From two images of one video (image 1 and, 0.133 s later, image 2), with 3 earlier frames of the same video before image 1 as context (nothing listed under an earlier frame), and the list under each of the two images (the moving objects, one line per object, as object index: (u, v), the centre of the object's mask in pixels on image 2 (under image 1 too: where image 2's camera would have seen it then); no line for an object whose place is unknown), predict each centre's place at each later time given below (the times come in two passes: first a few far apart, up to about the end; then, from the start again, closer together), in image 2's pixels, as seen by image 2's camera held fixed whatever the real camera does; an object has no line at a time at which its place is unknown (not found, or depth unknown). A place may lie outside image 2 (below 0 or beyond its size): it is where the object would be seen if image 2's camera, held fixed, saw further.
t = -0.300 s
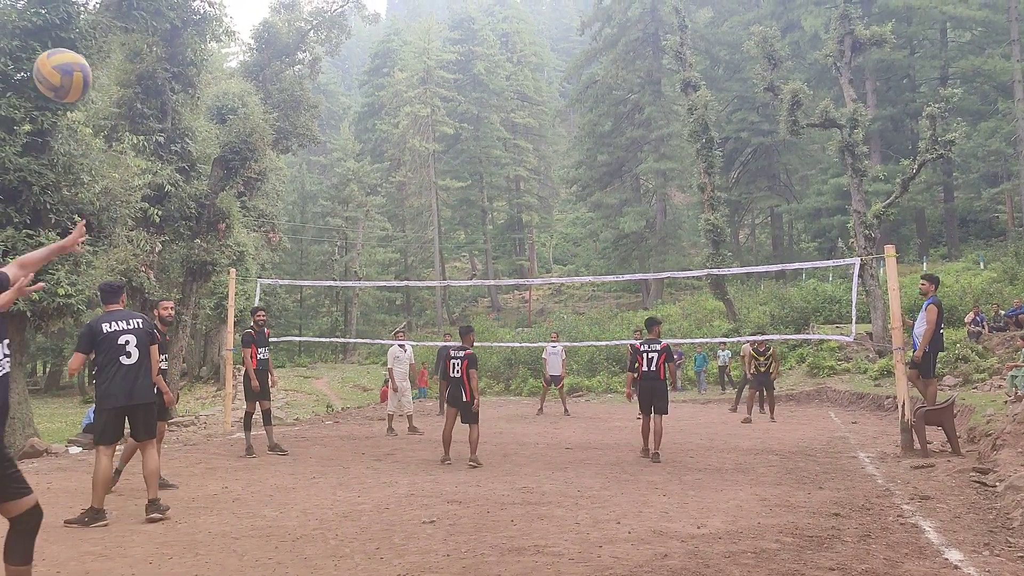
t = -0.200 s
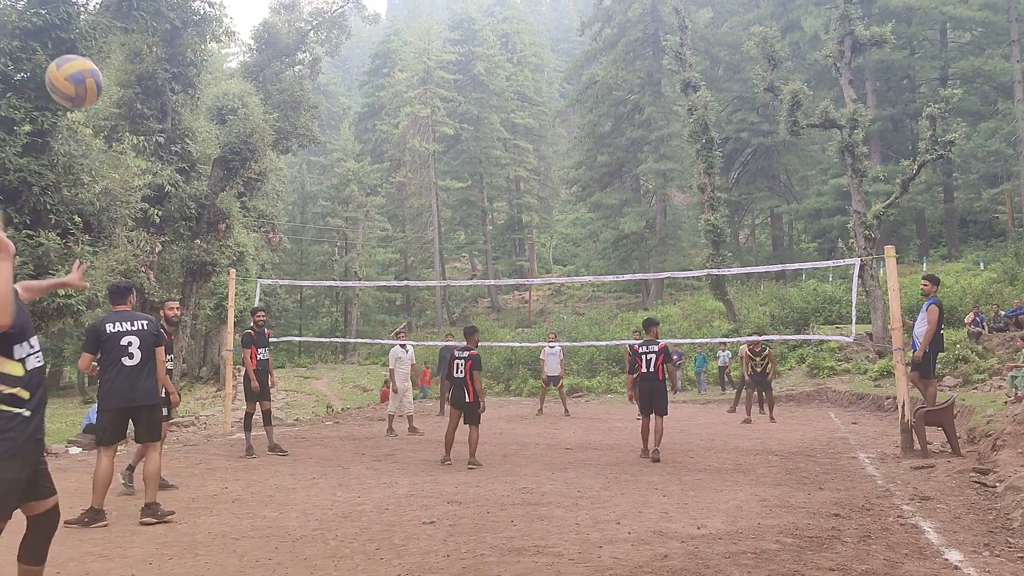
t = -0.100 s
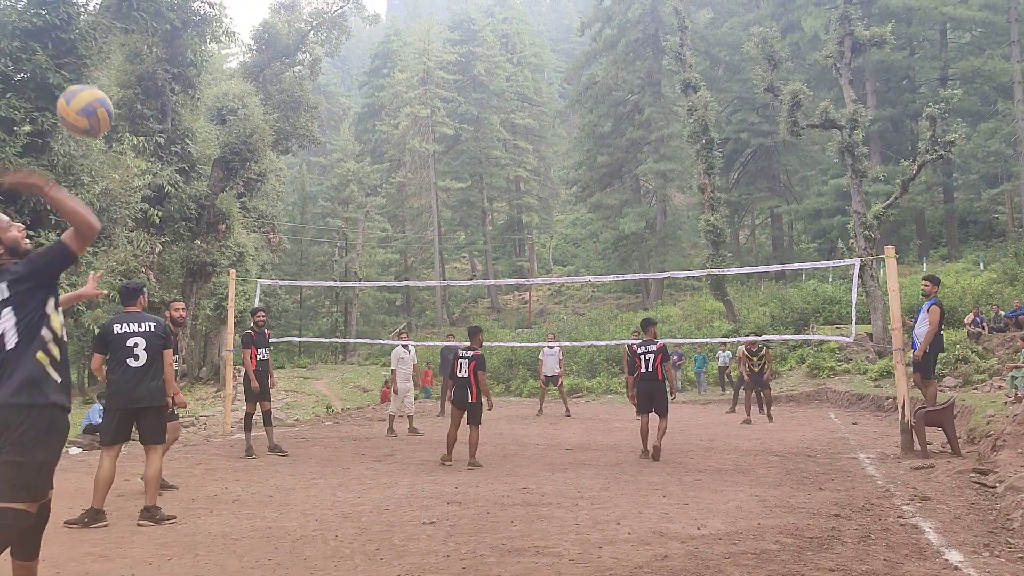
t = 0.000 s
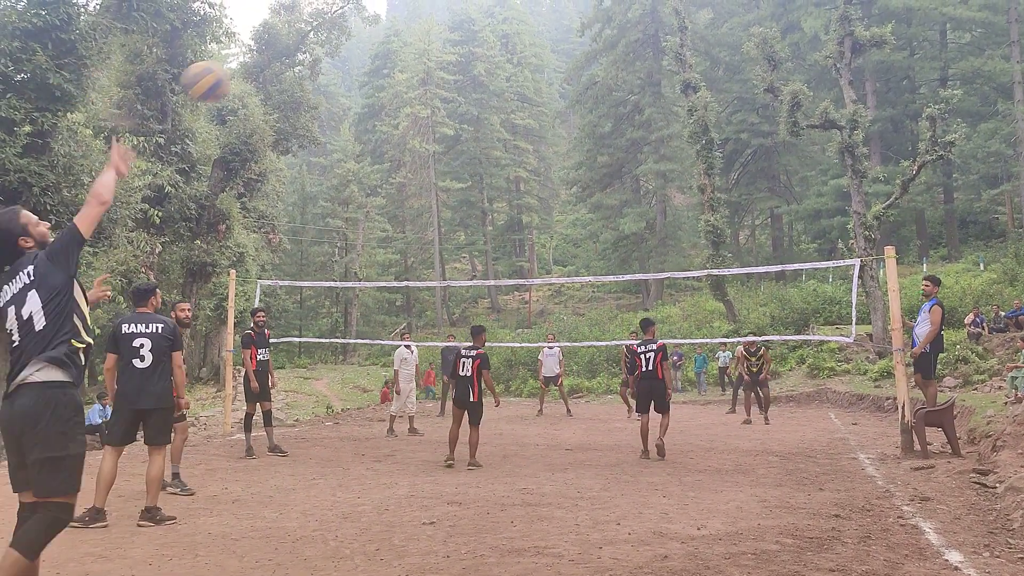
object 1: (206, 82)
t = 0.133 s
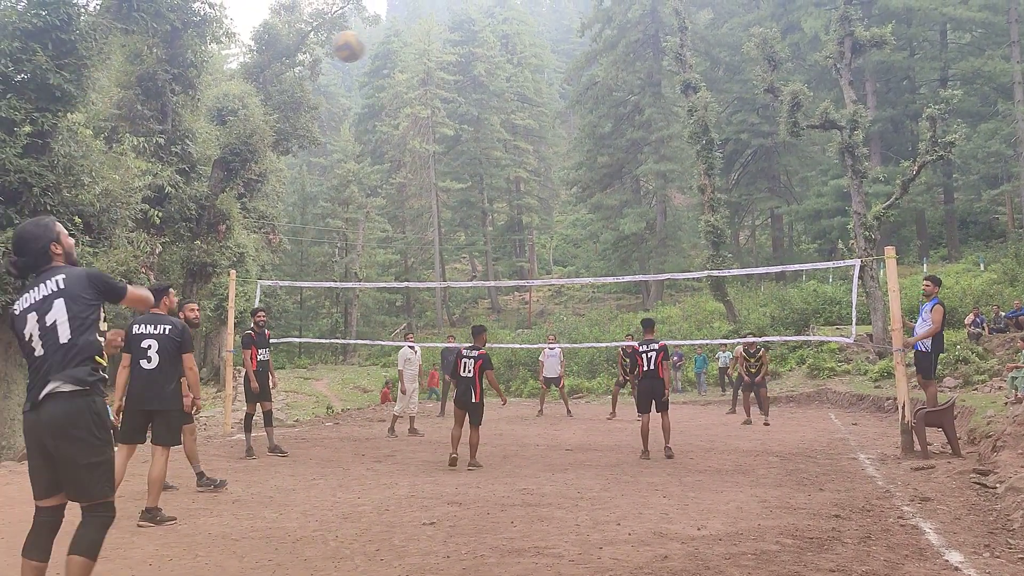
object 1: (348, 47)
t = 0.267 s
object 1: (432, 48)
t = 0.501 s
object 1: (516, 94)
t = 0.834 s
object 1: (578, 199)
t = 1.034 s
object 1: (601, 272)
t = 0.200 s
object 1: (395, 44)
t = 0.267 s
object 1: (432, 48)
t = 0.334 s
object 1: (461, 58)
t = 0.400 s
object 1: (485, 71)
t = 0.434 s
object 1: (496, 78)
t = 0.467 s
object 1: (506, 85)
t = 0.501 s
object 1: (516, 94)
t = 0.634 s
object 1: (546, 132)
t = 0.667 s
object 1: (552, 143)
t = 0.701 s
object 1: (558, 153)
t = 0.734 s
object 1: (563, 165)
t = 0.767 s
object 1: (569, 178)
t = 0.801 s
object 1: (574, 188)
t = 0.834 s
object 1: (578, 199)
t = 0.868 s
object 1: (583, 211)
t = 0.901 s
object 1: (587, 223)
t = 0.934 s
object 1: (592, 236)
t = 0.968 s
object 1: (594, 248)
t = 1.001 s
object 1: (597, 260)
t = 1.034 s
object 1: (601, 272)
